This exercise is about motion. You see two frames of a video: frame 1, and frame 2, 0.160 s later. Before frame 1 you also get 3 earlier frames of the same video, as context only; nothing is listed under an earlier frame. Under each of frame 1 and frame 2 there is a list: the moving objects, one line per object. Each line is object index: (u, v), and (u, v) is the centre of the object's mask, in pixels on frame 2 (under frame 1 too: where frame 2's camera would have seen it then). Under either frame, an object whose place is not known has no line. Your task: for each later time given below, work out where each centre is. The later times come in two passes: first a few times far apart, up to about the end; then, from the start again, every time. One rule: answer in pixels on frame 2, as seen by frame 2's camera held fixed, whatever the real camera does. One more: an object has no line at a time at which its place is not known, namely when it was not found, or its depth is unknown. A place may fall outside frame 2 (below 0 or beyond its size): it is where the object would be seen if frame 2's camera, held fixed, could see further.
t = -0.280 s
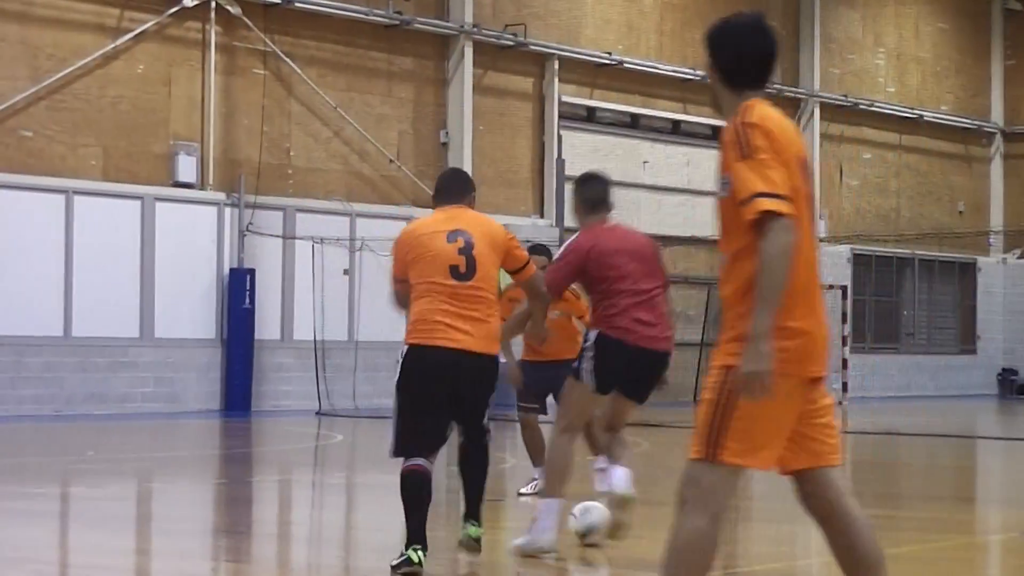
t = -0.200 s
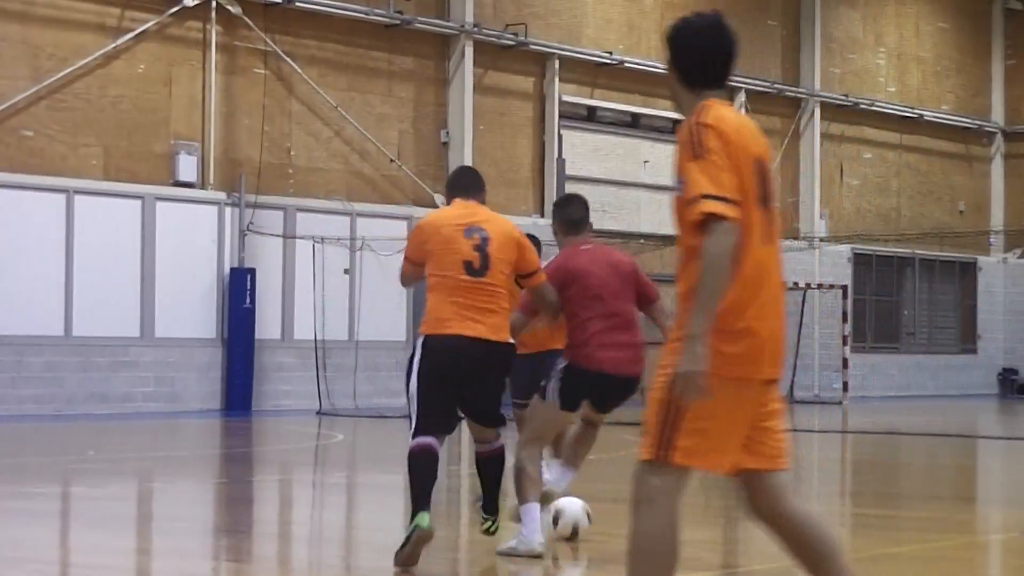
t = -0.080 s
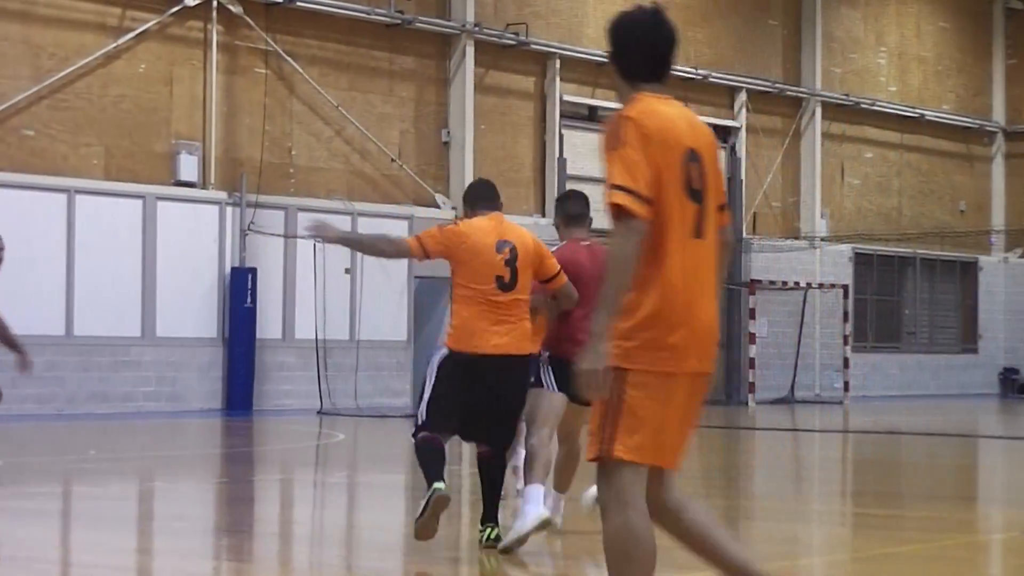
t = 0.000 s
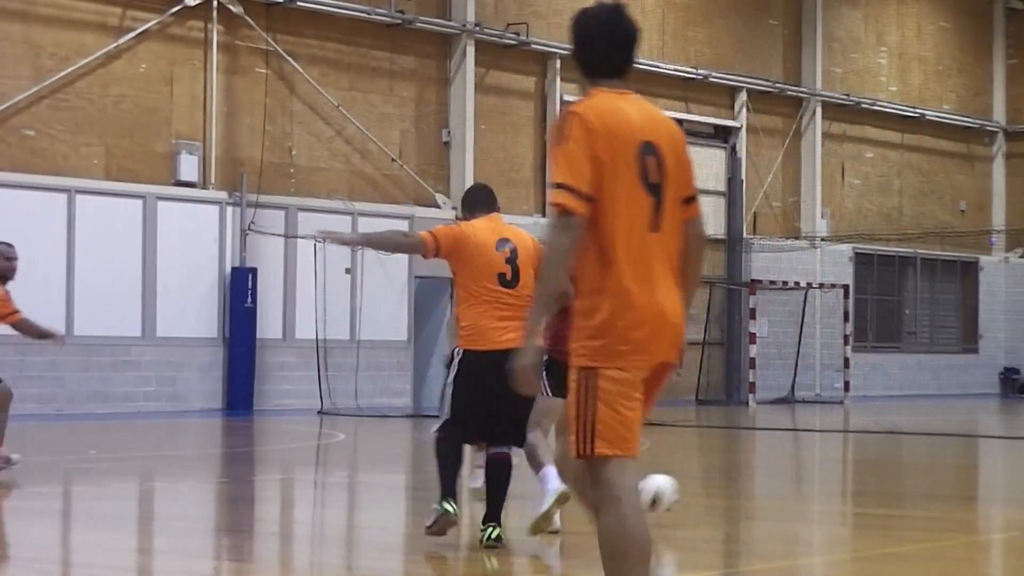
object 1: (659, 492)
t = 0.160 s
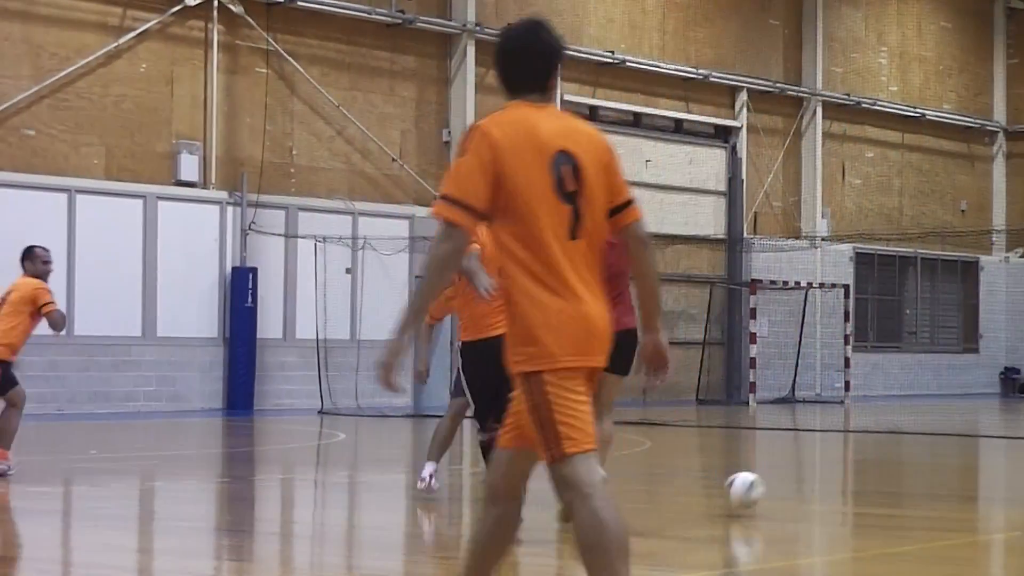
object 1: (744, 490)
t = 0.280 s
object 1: (797, 490)
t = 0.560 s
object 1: (896, 479)
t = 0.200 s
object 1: (763, 487)
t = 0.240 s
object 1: (779, 488)
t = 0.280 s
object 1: (797, 490)
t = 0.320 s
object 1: (811, 484)
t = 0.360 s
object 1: (826, 480)
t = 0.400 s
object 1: (841, 479)
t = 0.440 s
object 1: (856, 483)
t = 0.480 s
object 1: (869, 480)
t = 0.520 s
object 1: (882, 478)
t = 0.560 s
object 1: (896, 479)
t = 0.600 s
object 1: (909, 476)
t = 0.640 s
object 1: (922, 477)
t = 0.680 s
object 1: (934, 476)
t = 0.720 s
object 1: (945, 474)
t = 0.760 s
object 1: (954, 474)
